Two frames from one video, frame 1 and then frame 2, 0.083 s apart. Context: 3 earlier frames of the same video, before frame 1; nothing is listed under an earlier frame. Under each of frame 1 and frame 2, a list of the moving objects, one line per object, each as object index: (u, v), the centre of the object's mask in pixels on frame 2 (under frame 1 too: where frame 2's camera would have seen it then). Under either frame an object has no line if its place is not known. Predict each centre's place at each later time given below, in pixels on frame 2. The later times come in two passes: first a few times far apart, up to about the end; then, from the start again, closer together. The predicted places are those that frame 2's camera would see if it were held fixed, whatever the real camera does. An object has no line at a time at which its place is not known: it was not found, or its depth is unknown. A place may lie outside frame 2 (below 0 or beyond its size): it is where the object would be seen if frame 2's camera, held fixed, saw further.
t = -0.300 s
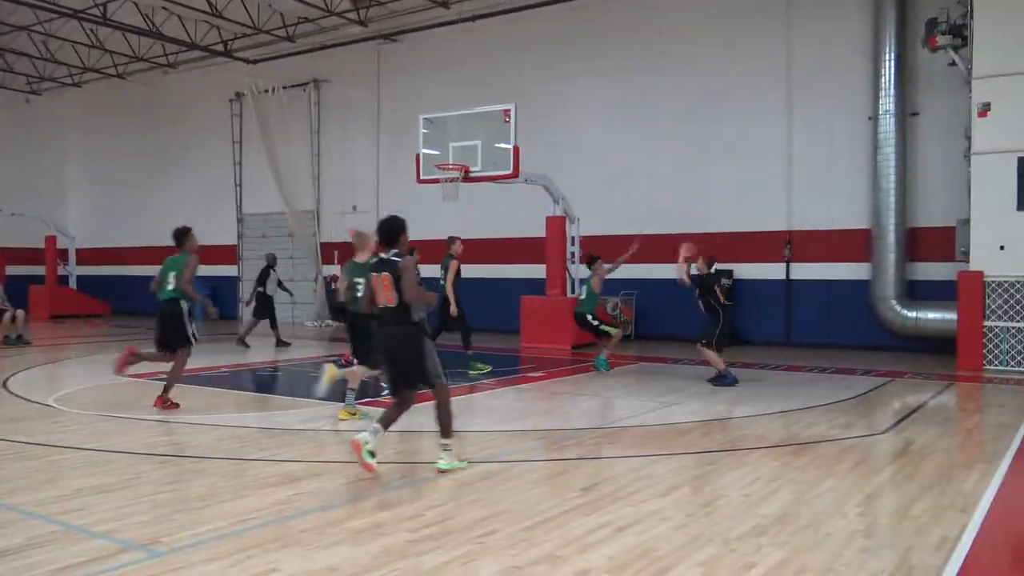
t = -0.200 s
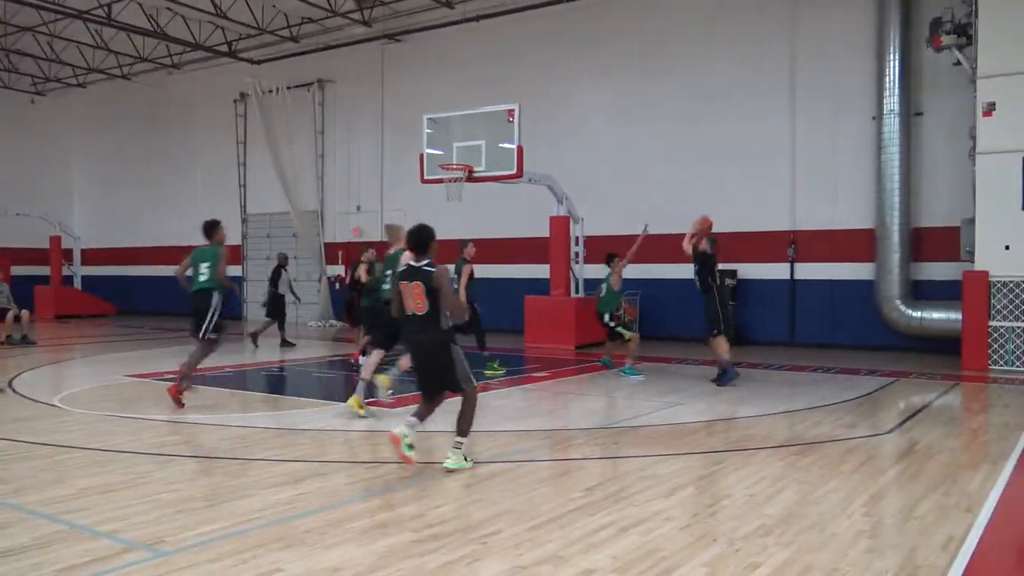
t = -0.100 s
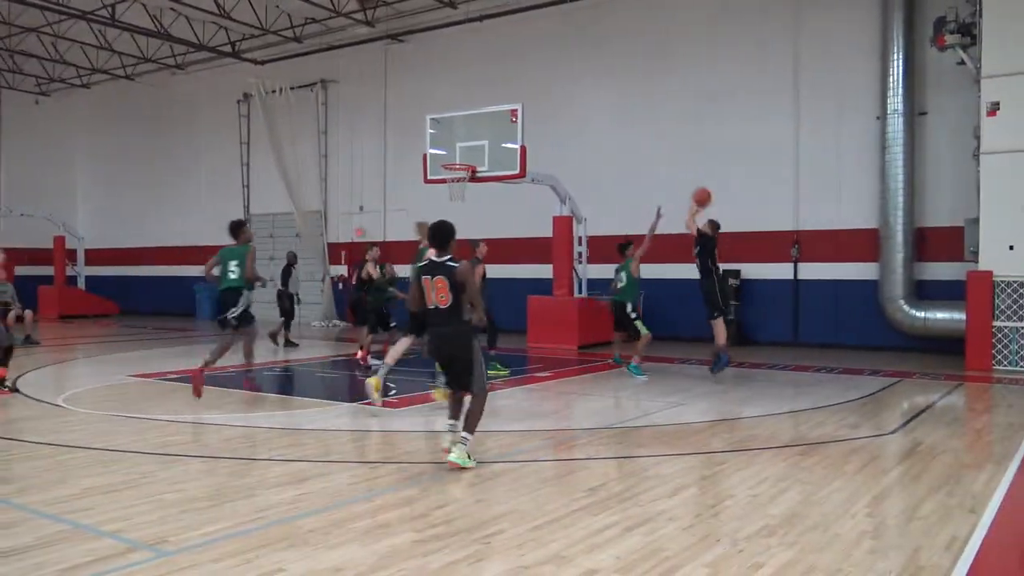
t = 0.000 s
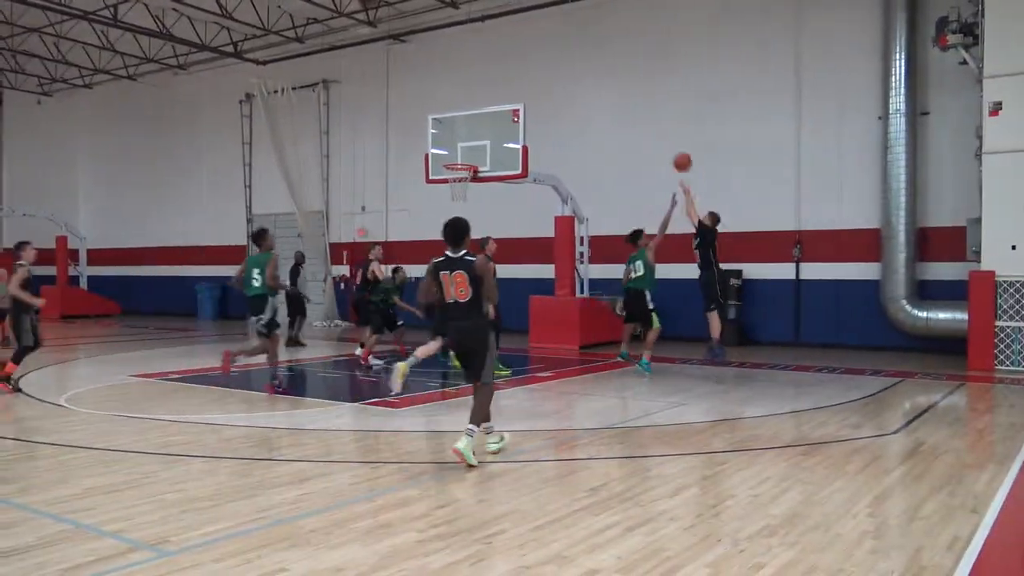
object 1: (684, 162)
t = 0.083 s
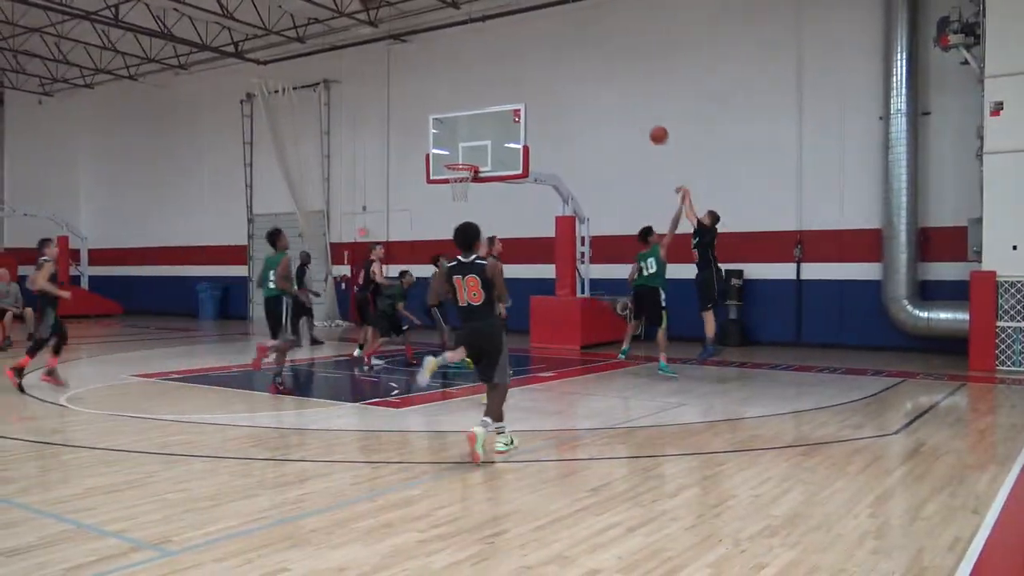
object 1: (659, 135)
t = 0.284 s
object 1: (604, 94)
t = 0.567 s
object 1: (534, 89)
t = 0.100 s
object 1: (654, 130)
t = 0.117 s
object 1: (649, 126)
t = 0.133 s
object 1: (645, 122)
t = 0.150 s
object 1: (640, 118)
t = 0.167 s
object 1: (636, 114)
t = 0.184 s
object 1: (630, 111)
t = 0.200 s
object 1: (626, 108)
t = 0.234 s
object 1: (618, 102)
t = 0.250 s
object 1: (613, 100)
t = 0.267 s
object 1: (608, 97)
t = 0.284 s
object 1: (604, 94)
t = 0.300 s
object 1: (599, 92)
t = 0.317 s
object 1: (595, 91)
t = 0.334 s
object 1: (591, 89)
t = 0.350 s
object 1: (587, 88)
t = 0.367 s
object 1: (583, 87)
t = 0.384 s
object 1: (578, 86)
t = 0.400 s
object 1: (574, 85)
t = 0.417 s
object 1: (570, 85)
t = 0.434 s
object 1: (566, 84)
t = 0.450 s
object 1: (562, 84)
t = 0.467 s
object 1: (558, 84)
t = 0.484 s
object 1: (554, 84)
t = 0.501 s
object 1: (550, 85)
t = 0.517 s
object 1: (546, 86)
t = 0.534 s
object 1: (542, 86)
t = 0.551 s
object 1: (538, 87)
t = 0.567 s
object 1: (534, 89)
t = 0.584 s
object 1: (531, 90)
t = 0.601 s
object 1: (527, 92)
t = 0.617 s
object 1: (523, 93)
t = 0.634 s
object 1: (520, 95)
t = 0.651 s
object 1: (516, 97)
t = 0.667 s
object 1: (512, 99)
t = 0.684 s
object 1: (509, 101)
